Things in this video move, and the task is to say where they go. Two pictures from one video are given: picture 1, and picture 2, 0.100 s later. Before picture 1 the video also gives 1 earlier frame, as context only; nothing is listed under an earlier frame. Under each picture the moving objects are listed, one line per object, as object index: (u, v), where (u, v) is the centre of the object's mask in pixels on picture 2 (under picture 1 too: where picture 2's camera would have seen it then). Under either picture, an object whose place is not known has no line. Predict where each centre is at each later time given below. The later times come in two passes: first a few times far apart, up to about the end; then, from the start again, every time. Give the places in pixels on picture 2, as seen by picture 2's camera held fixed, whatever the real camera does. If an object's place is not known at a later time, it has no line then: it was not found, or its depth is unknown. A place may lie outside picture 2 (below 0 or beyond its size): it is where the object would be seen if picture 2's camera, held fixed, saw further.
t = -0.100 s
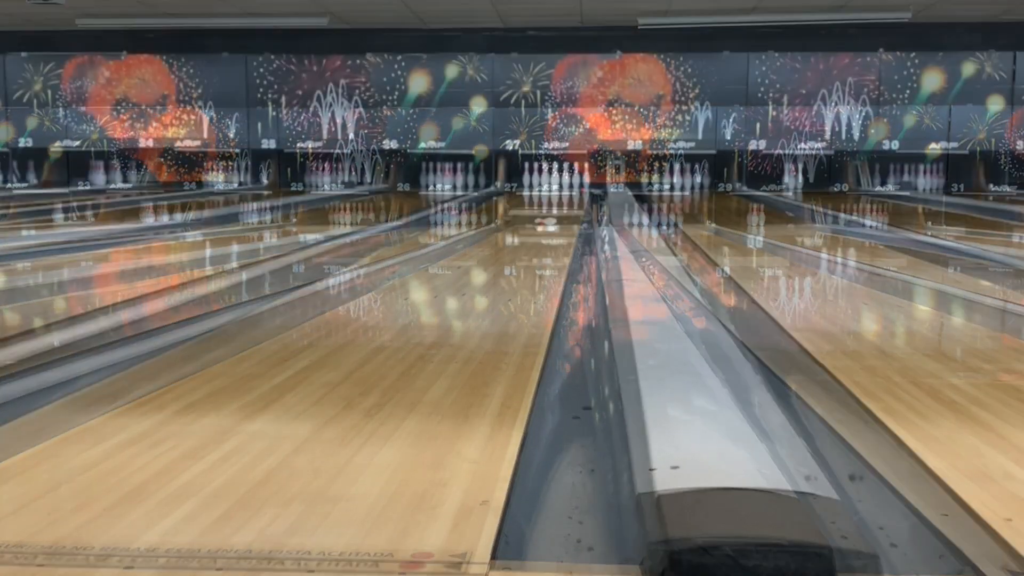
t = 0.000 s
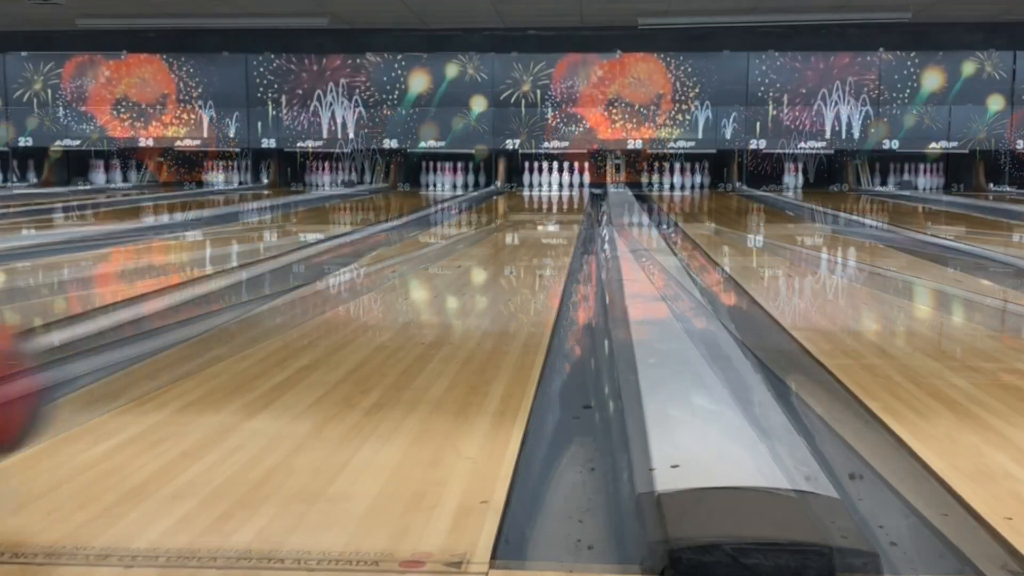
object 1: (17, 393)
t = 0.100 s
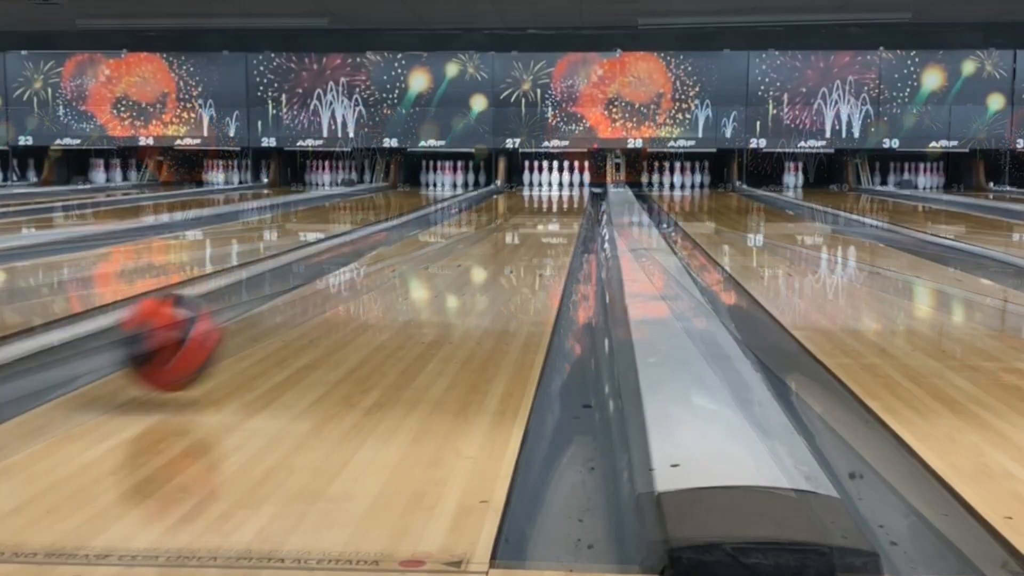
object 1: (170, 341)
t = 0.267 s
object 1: (332, 299)
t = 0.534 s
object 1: (448, 248)
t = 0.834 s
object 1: (512, 223)
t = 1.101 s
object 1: (544, 210)
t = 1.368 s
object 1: (564, 200)
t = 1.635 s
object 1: (576, 193)
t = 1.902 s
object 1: (579, 188)
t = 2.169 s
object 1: (573, 184)
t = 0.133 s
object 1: (215, 340)
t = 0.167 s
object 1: (248, 328)
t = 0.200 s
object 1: (281, 315)
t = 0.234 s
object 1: (305, 314)
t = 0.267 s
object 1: (332, 299)
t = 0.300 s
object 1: (351, 289)
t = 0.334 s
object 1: (371, 280)
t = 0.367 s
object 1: (388, 272)
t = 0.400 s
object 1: (402, 266)
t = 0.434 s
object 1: (415, 262)
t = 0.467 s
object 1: (427, 257)
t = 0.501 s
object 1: (437, 253)
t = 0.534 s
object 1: (448, 248)
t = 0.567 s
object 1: (458, 243)
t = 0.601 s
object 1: (466, 241)
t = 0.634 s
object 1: (473, 239)
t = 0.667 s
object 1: (481, 235)
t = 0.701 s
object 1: (489, 232)
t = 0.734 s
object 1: (495, 230)
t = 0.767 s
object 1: (501, 227)
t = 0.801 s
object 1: (507, 225)
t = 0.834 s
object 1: (512, 223)
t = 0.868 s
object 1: (517, 221)
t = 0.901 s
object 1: (521, 219)
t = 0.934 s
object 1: (526, 217)
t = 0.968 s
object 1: (531, 216)
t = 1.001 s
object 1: (534, 214)
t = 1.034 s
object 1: (538, 212)
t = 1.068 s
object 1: (541, 211)
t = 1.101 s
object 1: (544, 210)
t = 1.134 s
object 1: (548, 208)
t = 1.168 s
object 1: (550, 207)
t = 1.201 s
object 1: (553, 205)
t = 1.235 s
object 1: (555, 204)
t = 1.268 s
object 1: (558, 203)
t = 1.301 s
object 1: (561, 202)
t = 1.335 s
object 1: (562, 200)
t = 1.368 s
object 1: (564, 200)
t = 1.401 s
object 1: (567, 199)
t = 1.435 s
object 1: (569, 198)
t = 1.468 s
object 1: (570, 197)
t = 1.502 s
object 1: (571, 196)
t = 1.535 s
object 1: (573, 195)
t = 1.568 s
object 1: (574, 194)
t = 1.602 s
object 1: (575, 193)
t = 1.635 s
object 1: (576, 193)
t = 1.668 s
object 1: (577, 192)
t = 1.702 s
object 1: (578, 191)
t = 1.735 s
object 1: (579, 190)
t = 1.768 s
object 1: (579, 190)
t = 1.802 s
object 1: (579, 189)
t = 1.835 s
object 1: (579, 189)
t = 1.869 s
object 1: (579, 188)
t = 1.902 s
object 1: (579, 188)
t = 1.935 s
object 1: (578, 188)
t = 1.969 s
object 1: (578, 186)
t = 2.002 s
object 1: (577, 186)
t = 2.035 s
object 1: (577, 186)
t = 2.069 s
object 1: (576, 186)
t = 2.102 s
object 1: (574, 184)
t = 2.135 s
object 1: (573, 184)
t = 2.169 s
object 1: (573, 184)
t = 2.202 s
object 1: (571, 183)
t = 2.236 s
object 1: (570, 184)
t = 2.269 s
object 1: (568, 183)
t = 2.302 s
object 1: (567, 182)
